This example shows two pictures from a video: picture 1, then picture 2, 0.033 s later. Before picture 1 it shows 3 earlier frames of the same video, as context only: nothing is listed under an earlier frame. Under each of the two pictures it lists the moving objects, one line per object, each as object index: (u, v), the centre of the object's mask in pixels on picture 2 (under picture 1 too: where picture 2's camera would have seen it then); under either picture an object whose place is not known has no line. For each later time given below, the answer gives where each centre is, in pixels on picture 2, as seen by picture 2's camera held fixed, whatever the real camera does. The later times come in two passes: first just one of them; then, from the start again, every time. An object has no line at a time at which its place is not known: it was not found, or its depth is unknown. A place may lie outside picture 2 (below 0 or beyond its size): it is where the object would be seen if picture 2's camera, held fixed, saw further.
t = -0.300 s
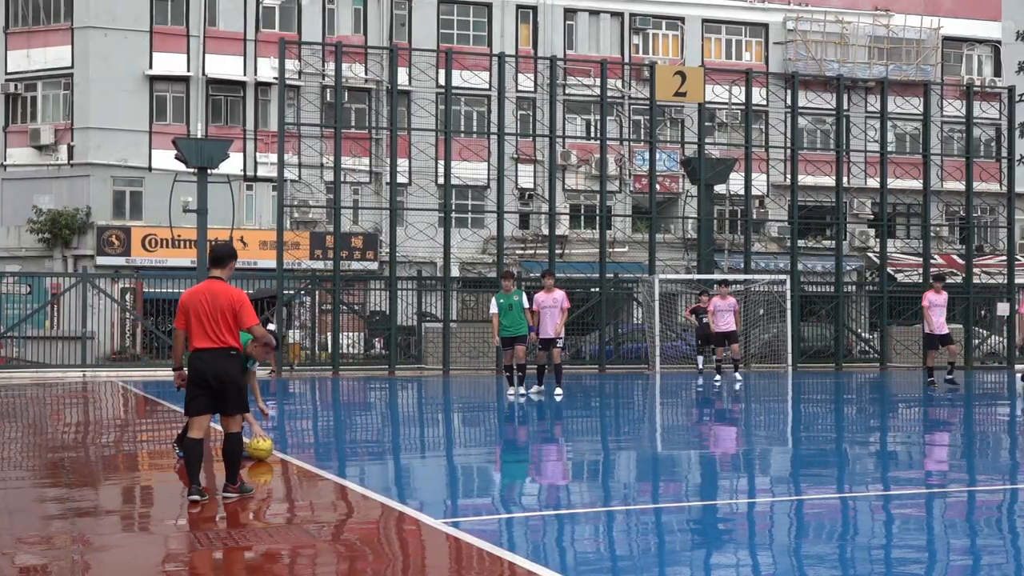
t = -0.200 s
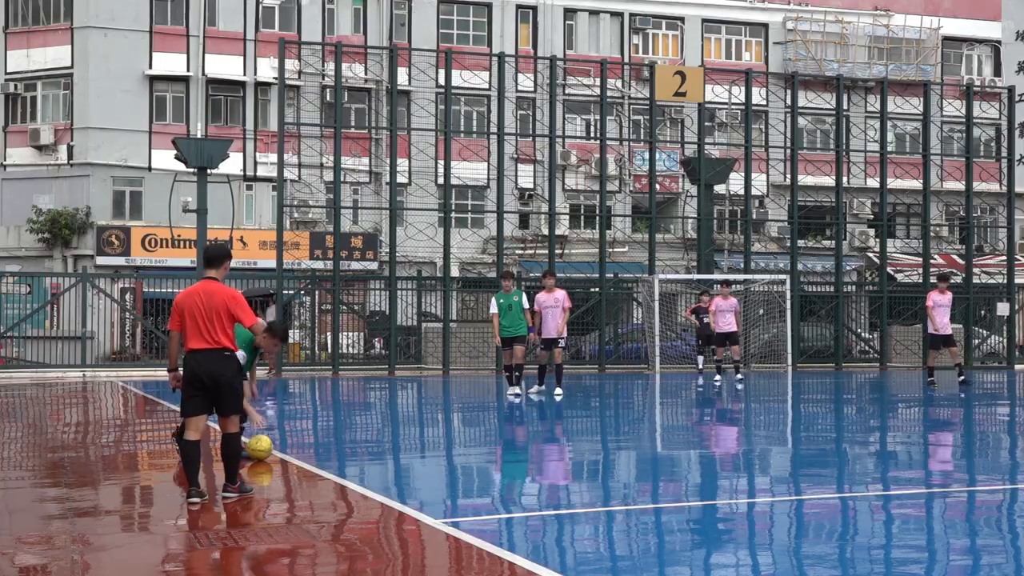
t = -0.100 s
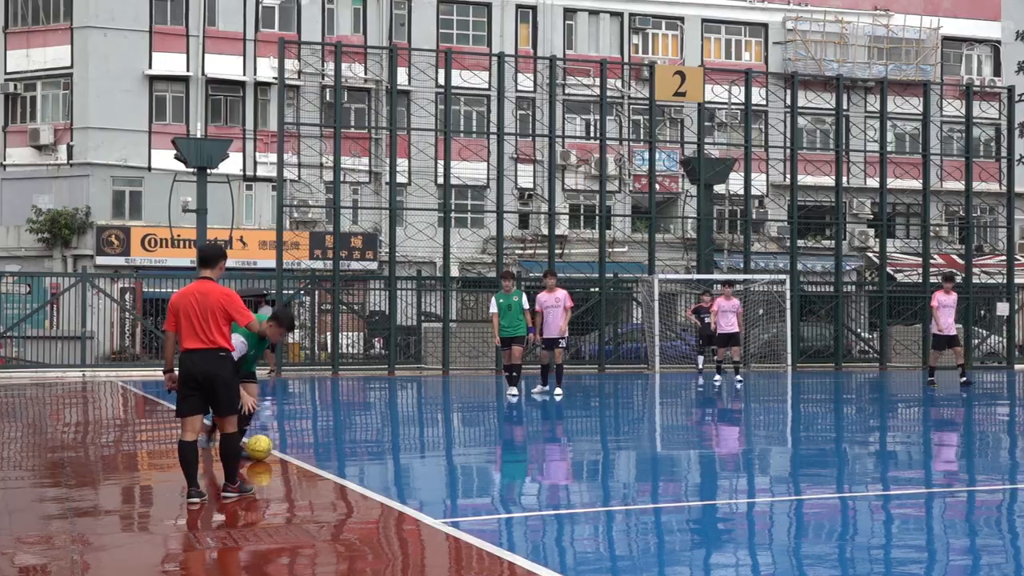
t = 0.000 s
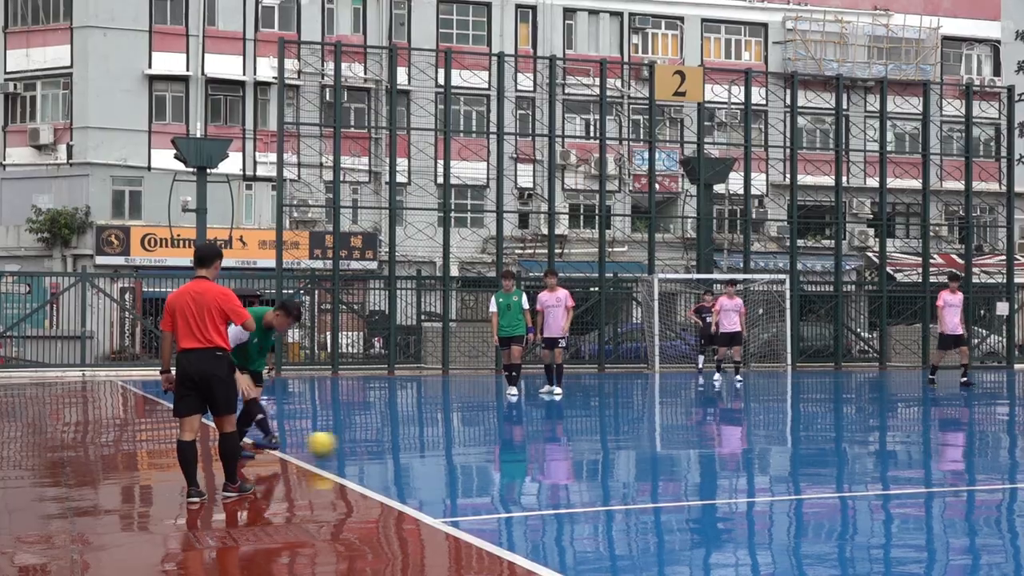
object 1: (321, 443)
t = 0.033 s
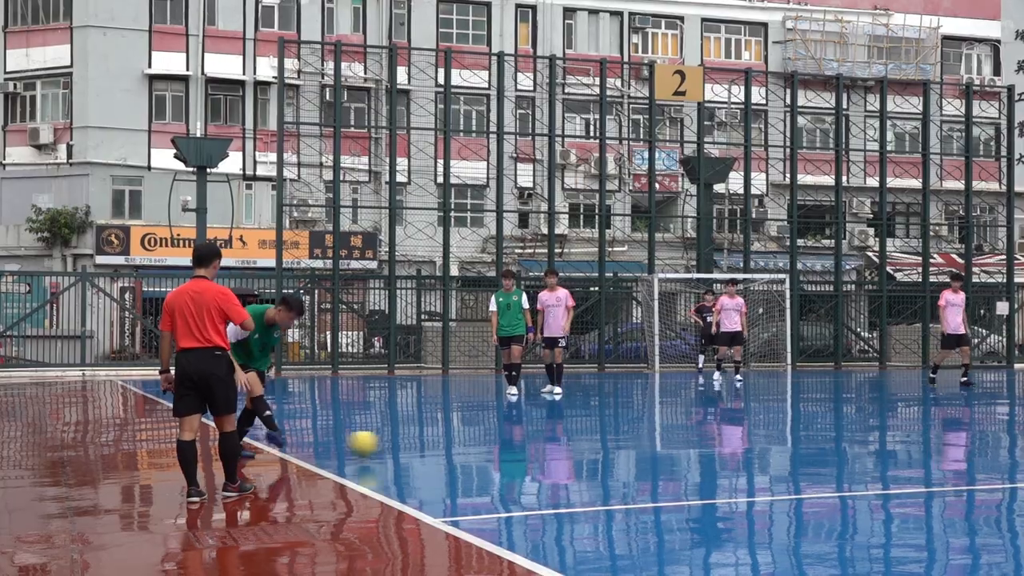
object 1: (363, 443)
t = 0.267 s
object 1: (676, 455)
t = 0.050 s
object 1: (385, 444)
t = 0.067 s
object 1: (406, 444)
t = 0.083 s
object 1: (428, 446)
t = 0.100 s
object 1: (451, 447)
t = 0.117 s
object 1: (474, 449)
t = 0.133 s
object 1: (496, 449)
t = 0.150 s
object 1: (518, 449)
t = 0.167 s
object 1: (540, 449)
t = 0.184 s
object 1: (563, 450)
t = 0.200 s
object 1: (586, 452)
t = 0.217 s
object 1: (608, 453)
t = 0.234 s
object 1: (632, 454)
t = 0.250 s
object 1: (653, 454)
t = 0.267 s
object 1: (676, 455)
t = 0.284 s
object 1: (698, 455)
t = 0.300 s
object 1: (721, 456)
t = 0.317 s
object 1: (744, 457)
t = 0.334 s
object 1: (766, 457)
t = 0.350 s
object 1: (789, 458)
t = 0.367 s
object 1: (812, 459)
